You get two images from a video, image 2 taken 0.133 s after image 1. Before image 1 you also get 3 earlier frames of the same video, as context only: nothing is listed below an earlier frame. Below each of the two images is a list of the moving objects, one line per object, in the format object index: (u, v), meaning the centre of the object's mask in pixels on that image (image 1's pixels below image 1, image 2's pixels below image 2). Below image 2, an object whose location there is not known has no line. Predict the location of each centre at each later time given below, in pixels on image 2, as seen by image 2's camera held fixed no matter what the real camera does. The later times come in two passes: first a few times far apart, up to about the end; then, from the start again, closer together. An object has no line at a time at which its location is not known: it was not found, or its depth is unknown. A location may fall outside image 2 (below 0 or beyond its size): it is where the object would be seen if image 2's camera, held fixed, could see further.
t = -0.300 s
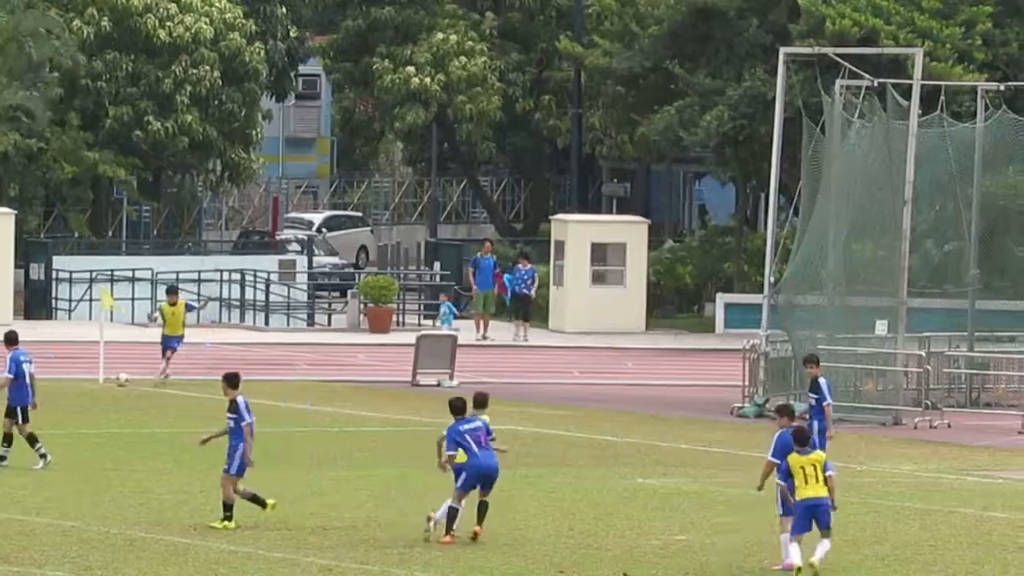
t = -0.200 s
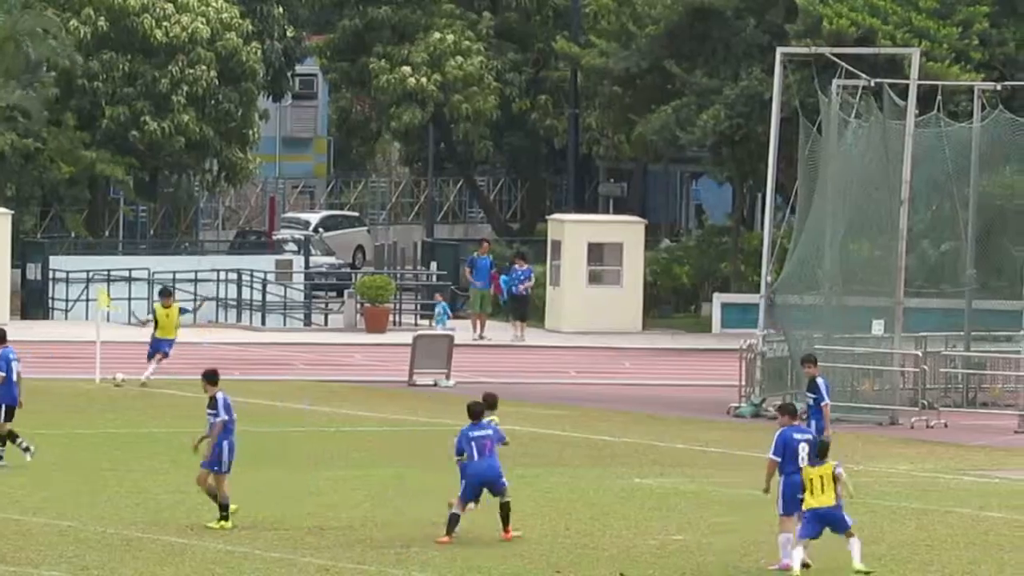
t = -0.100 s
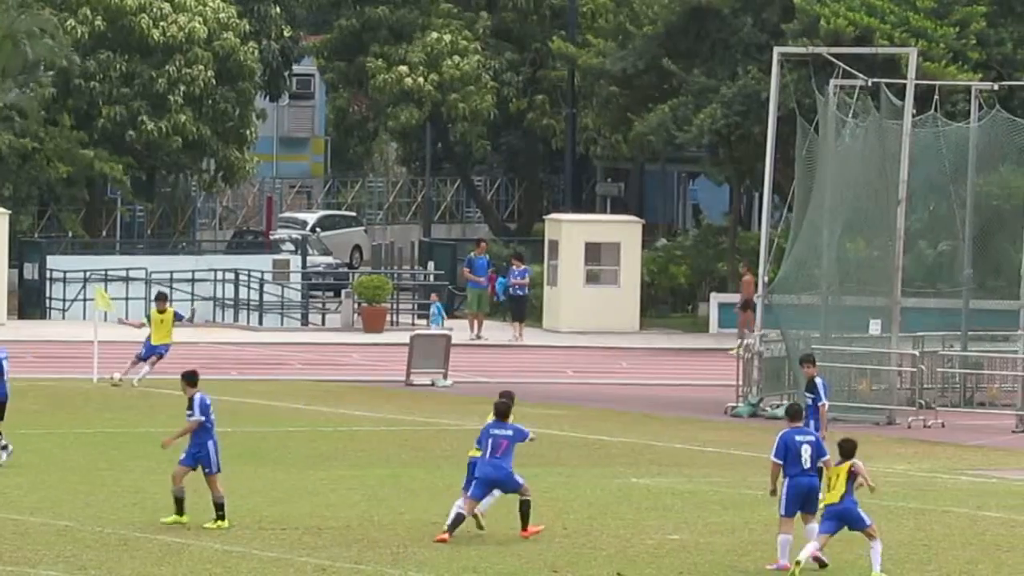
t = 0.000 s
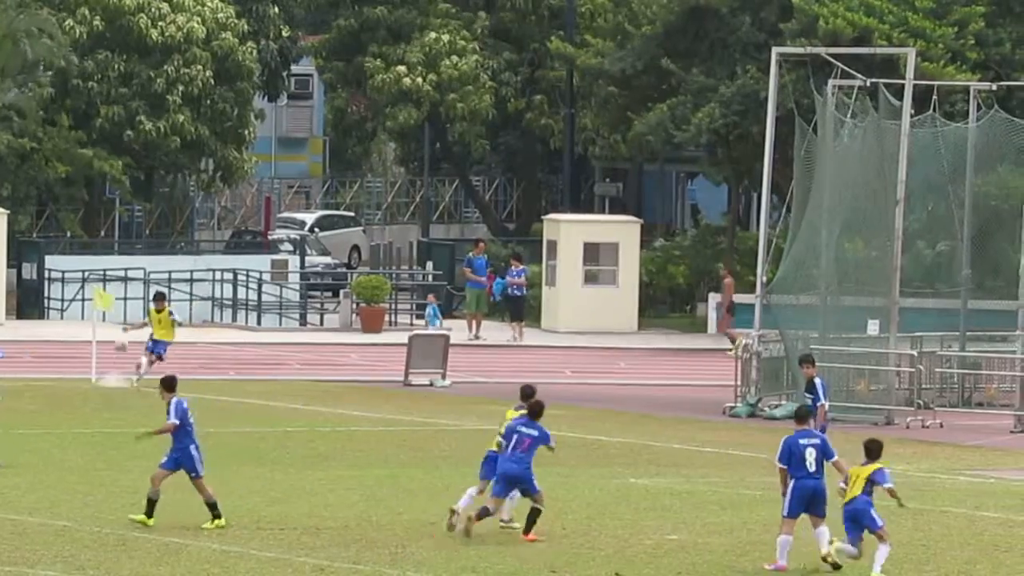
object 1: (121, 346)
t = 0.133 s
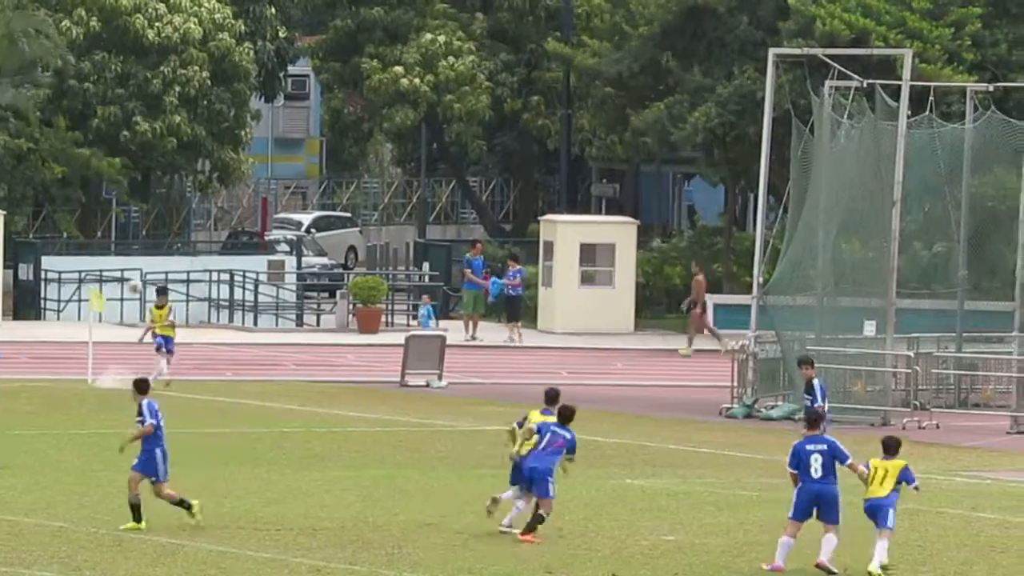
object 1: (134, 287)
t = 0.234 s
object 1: (149, 243)
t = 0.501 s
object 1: (197, 144)
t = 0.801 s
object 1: (259, 57)
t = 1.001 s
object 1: (305, 23)
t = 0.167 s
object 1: (138, 274)
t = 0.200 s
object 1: (145, 257)
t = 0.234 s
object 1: (149, 243)
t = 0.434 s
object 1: (185, 167)
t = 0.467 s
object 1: (191, 155)
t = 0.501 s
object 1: (197, 144)
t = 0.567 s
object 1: (210, 122)
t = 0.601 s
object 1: (217, 111)
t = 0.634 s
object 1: (223, 101)
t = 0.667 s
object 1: (230, 92)
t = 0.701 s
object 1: (237, 83)
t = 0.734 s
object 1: (243, 75)
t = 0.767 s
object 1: (251, 66)
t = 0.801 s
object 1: (259, 57)
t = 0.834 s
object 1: (266, 50)
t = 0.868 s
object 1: (273, 44)
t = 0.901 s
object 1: (281, 38)
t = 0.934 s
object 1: (289, 32)
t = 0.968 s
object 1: (297, 27)
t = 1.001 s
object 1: (305, 23)
